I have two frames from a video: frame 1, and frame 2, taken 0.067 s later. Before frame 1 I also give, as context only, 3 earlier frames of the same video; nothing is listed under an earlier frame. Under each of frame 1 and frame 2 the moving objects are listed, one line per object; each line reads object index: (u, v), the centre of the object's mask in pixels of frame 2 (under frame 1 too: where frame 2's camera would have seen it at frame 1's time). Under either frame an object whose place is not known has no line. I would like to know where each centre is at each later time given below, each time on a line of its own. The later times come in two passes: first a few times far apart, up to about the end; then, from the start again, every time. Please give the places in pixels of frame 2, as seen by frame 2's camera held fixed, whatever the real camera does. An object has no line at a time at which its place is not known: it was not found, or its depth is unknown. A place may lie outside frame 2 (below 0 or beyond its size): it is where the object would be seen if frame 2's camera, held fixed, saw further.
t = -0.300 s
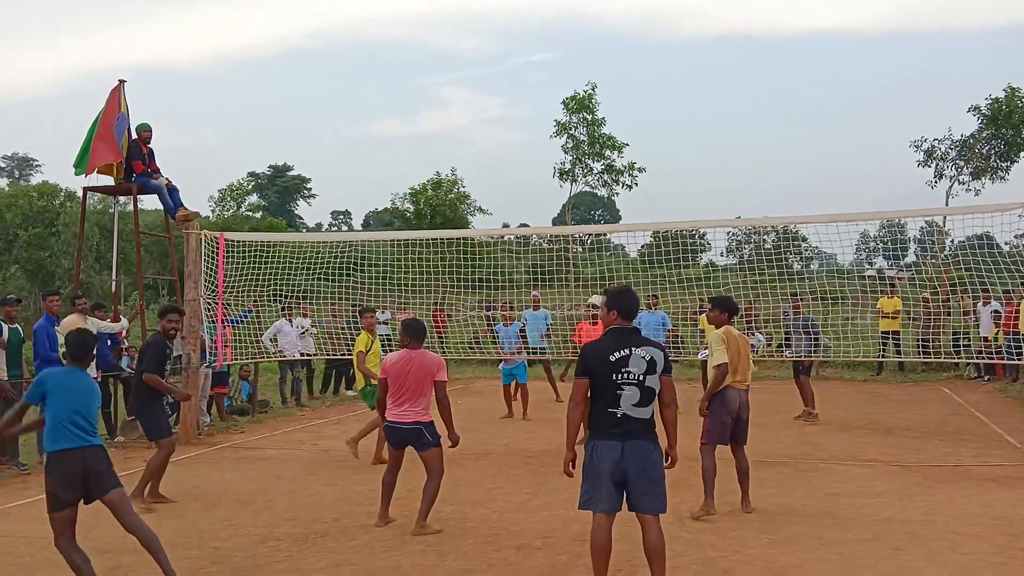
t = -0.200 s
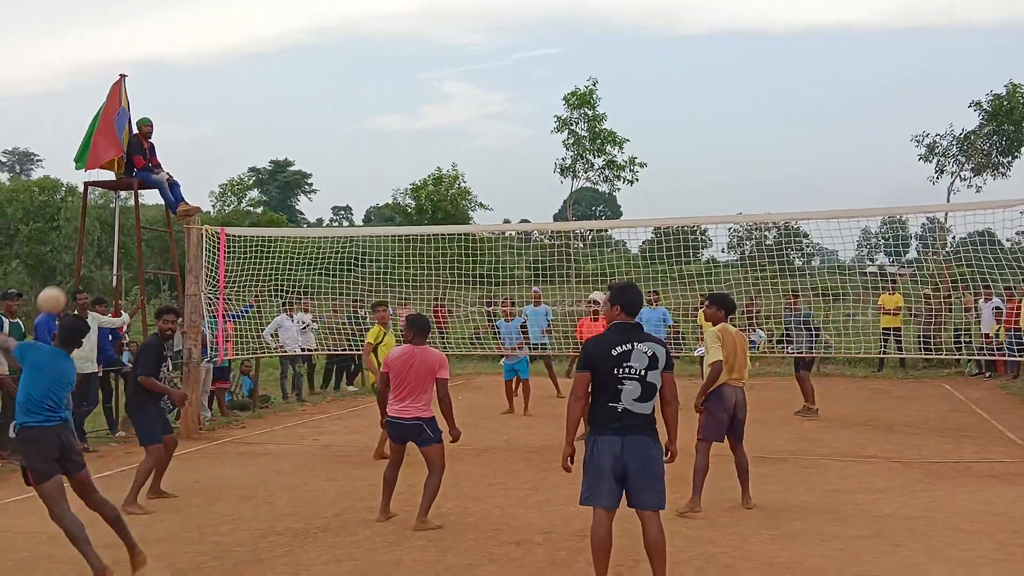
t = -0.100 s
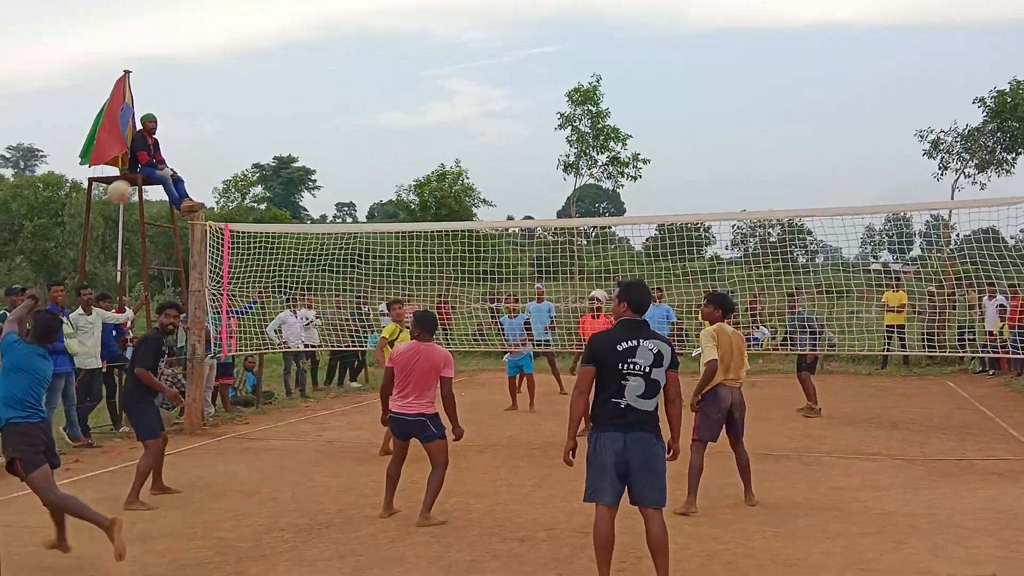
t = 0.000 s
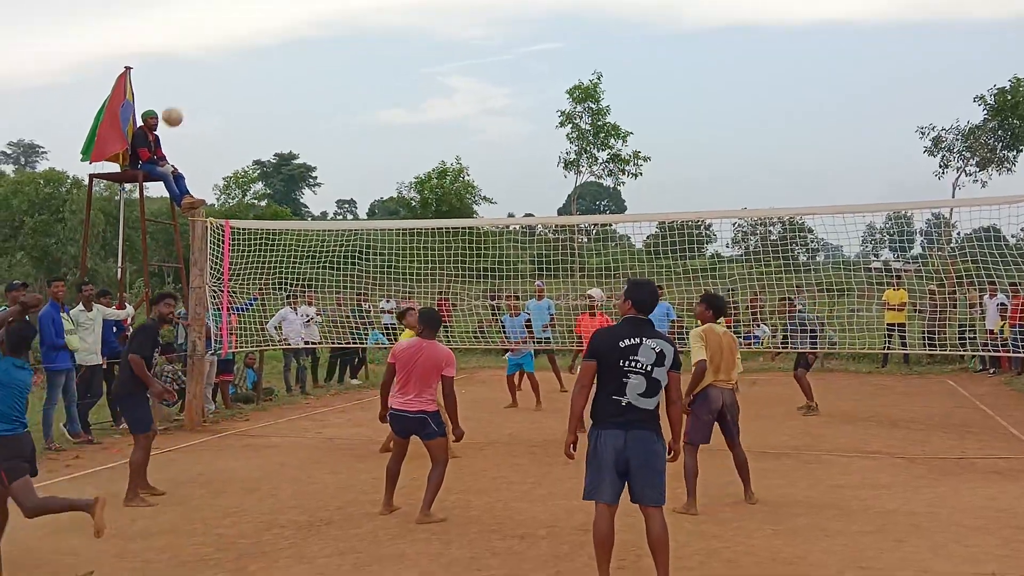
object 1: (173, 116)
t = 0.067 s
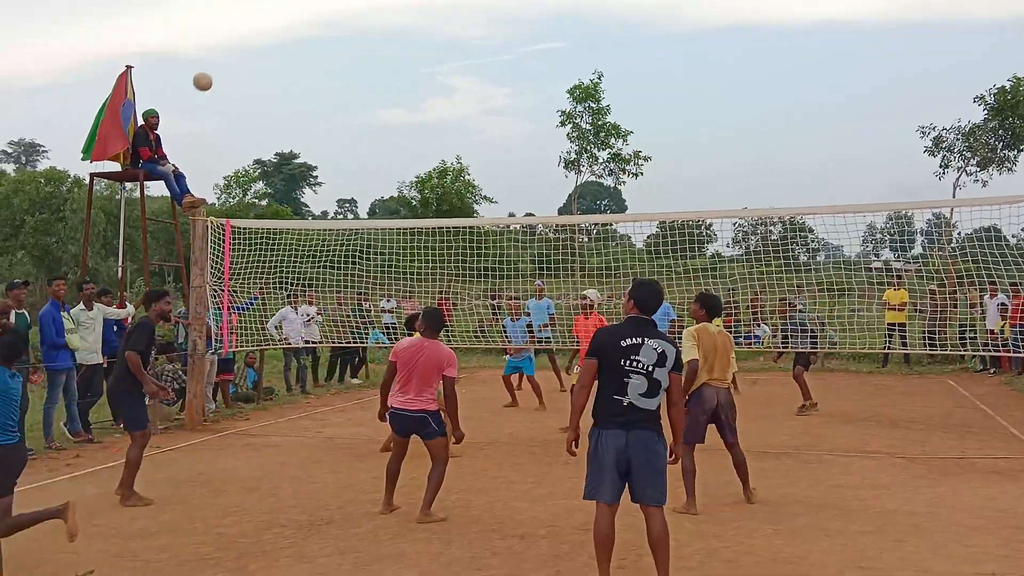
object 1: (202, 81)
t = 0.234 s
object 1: (263, 32)
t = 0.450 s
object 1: (319, 19)
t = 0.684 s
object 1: (366, 48)
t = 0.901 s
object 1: (398, 103)
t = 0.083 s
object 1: (210, 74)
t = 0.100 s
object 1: (216, 68)
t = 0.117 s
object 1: (222, 62)
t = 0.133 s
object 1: (229, 56)
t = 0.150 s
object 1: (235, 51)
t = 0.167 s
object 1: (241, 46)
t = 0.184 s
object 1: (246, 42)
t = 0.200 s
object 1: (252, 38)
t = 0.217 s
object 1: (257, 35)
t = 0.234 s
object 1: (263, 32)
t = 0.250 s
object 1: (268, 29)
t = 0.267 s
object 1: (272, 27)
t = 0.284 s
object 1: (277, 25)
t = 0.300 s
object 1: (282, 23)
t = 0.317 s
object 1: (286, 22)
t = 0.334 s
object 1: (290, 21)
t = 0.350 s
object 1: (295, 20)
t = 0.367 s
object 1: (298, 19)
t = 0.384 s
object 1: (302, 19)
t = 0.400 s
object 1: (307, 18)
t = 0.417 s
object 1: (311, 19)
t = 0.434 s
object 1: (315, 19)
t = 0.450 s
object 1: (319, 19)
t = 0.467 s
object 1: (322, 20)
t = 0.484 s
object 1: (326, 21)
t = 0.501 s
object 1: (329, 22)
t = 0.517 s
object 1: (333, 23)
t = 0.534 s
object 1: (336, 25)
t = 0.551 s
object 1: (340, 27)
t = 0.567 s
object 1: (343, 29)
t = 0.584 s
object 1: (346, 31)
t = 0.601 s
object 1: (350, 33)
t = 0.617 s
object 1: (353, 36)
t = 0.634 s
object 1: (356, 39)
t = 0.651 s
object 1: (359, 41)
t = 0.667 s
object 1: (362, 44)
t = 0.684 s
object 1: (366, 48)
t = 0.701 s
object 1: (368, 51)
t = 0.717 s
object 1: (371, 55)
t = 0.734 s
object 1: (374, 59)
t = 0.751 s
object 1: (377, 63)
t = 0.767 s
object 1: (379, 67)
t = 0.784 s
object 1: (382, 71)
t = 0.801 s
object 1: (384, 76)
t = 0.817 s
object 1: (387, 80)
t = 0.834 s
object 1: (389, 84)
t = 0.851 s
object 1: (391, 89)
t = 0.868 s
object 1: (393, 94)
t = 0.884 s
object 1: (395, 99)
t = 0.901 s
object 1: (398, 103)
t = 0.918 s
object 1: (400, 109)
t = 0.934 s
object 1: (402, 114)
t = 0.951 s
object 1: (404, 119)
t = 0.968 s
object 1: (406, 124)
